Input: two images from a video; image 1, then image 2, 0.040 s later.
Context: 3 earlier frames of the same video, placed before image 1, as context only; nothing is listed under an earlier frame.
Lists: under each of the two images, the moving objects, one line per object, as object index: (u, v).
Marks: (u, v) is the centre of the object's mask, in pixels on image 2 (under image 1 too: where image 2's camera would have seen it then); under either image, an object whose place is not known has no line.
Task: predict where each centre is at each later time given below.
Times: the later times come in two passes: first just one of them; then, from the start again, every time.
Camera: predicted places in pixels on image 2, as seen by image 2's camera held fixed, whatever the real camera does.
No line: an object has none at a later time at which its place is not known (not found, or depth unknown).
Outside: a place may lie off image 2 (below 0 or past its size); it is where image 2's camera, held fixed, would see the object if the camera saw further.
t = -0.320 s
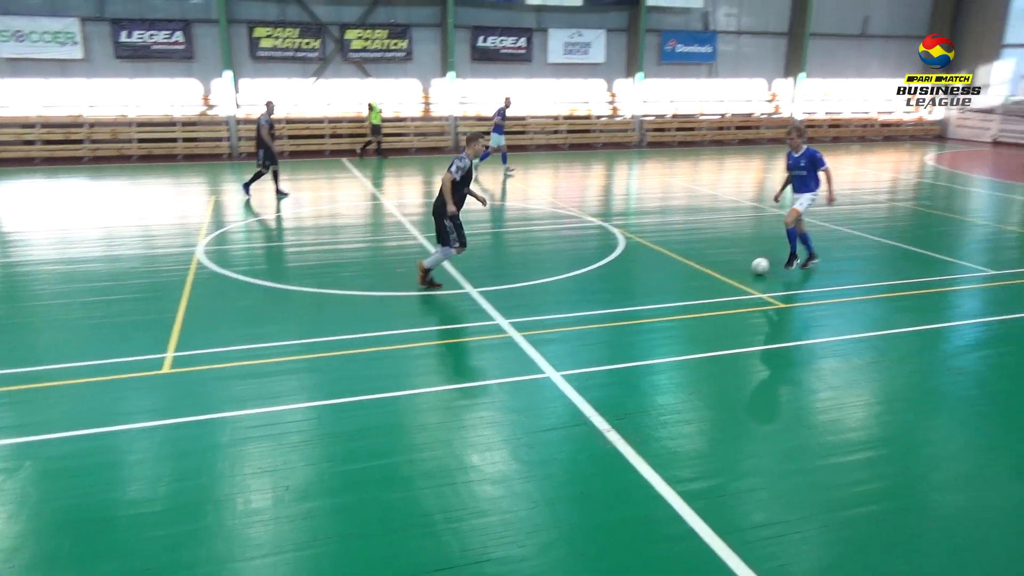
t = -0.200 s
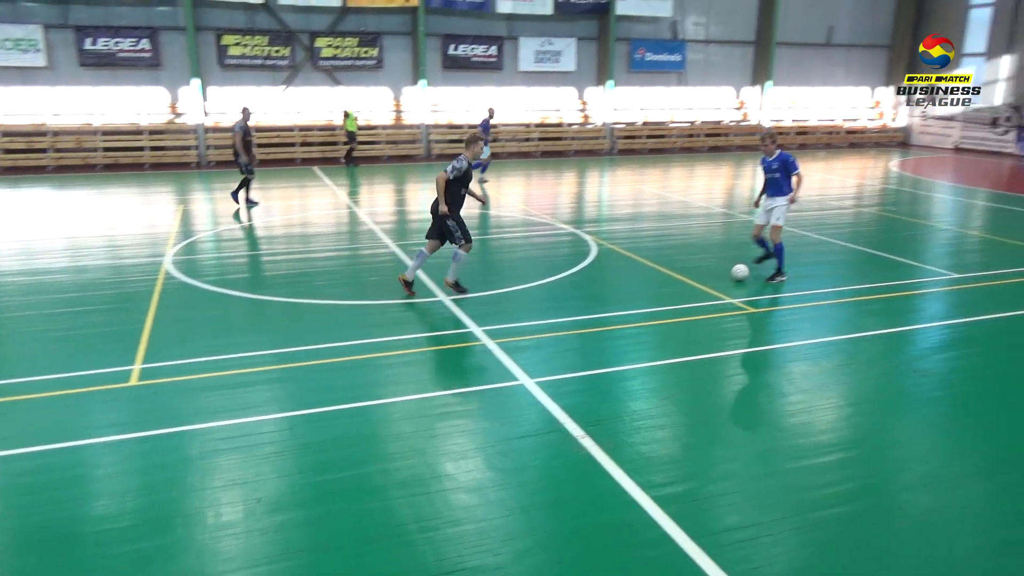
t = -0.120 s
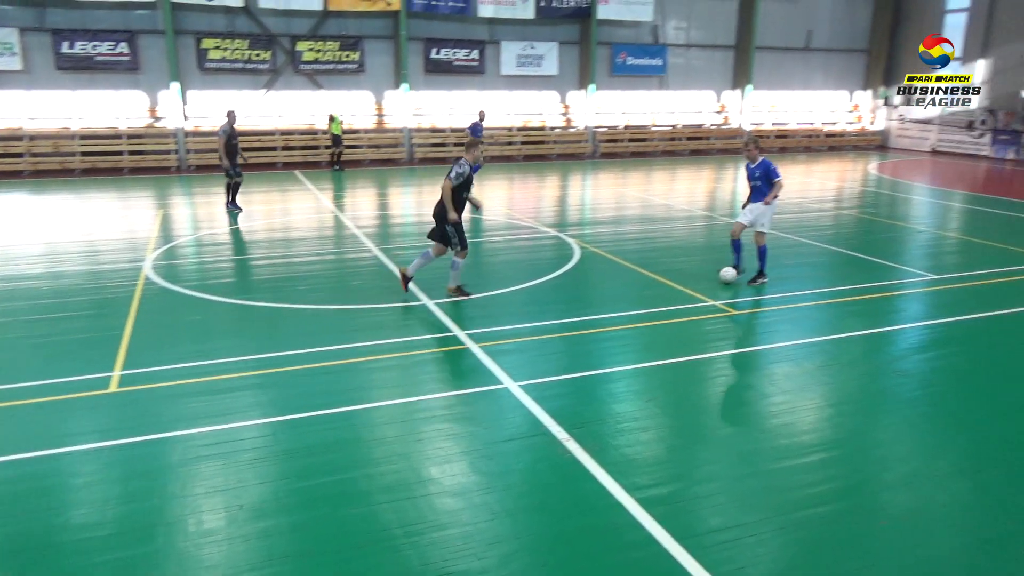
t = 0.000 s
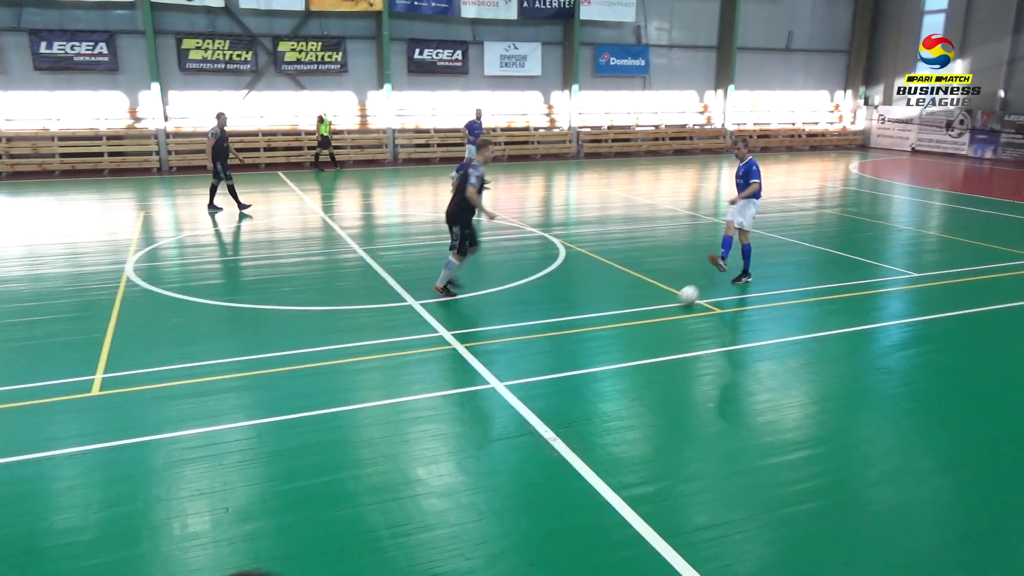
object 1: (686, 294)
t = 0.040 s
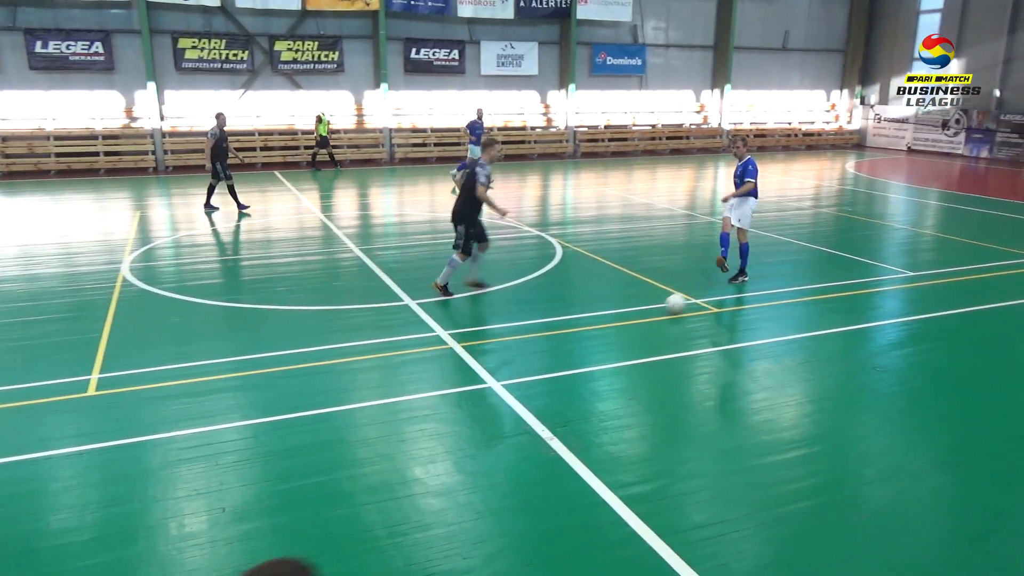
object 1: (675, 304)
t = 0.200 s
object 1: (632, 342)
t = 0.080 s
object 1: (666, 313)
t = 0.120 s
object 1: (656, 322)
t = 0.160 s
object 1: (644, 332)
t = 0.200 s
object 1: (632, 342)
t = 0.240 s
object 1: (620, 354)
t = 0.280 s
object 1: (608, 365)
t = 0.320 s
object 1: (594, 377)
